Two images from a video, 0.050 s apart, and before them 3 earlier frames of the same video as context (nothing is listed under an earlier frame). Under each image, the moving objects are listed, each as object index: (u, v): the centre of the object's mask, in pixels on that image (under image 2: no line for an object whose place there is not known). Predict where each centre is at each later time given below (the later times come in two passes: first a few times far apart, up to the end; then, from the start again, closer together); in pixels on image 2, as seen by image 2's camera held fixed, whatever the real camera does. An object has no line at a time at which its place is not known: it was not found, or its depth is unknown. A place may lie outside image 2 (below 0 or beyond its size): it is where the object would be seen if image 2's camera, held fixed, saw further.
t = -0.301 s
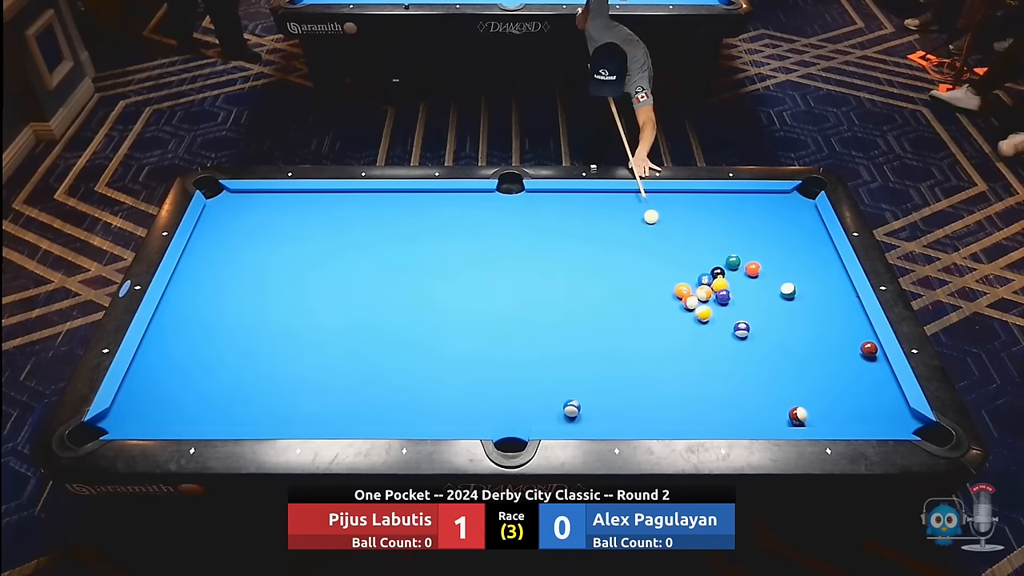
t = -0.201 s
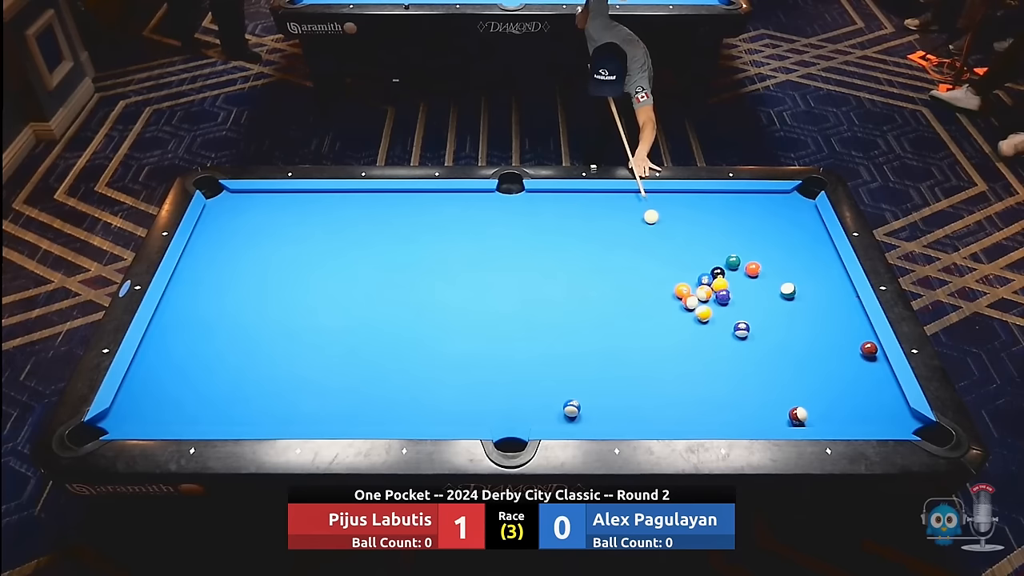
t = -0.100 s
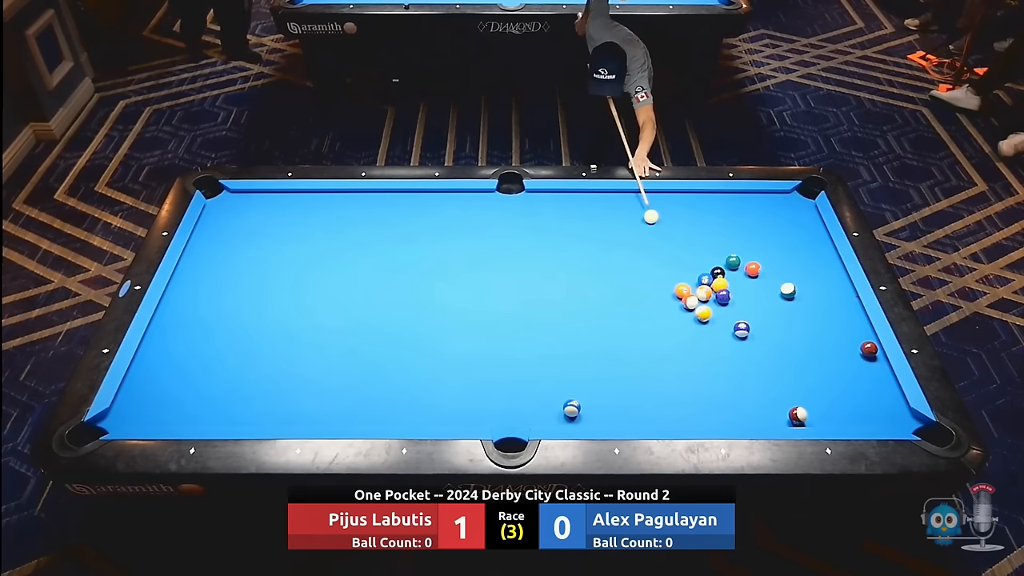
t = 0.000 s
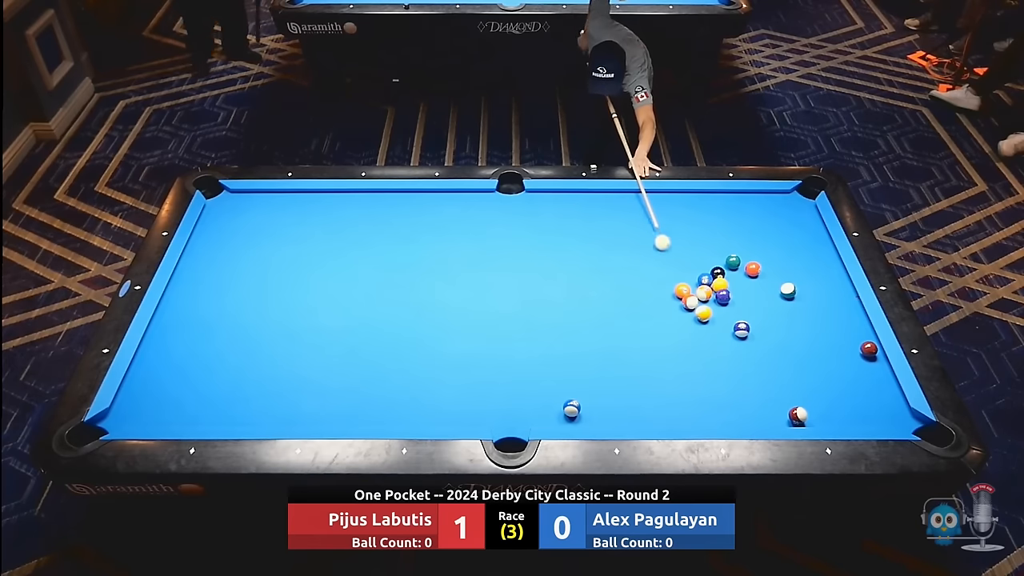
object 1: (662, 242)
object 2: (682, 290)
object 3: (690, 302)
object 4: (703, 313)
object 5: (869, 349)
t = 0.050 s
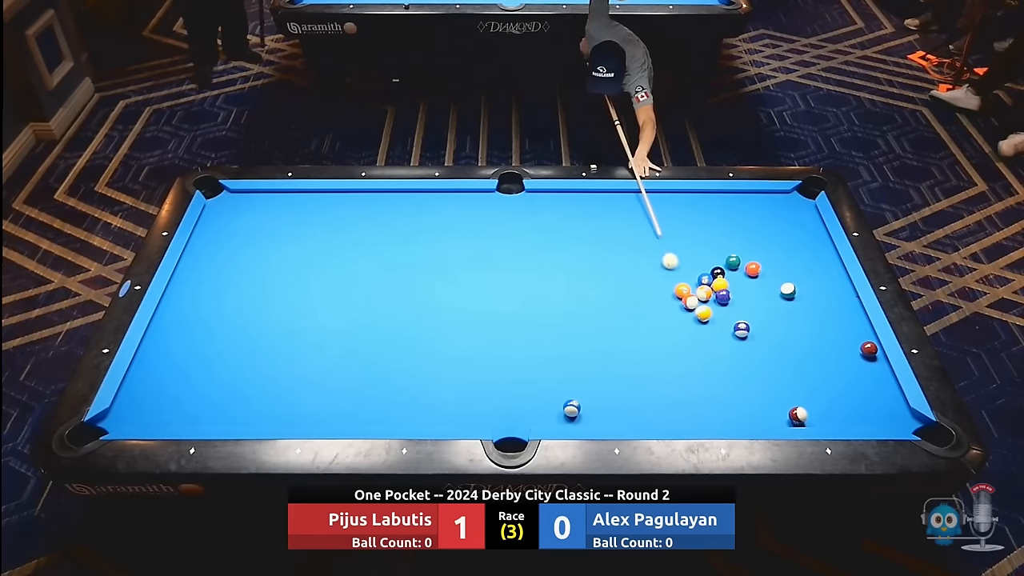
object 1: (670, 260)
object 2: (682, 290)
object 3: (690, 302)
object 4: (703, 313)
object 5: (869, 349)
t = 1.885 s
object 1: (693, 285)
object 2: (563, 327)
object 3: (589, 379)
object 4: (857, 336)
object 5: (831, 320)
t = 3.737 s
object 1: (693, 286)
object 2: (511, 347)
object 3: (540, 402)
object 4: (854, 323)
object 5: (797, 299)
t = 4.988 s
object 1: (693, 286)
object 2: (509, 347)
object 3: (541, 401)
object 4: (854, 323)
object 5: (797, 299)
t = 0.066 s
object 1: (673, 267)
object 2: (682, 290)
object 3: (690, 302)
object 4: (703, 313)
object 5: (869, 349)
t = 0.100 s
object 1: (678, 278)
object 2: (682, 290)
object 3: (690, 302)
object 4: (703, 313)
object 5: (869, 349)
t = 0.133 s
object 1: (679, 279)
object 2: (680, 292)
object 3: (690, 306)
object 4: (710, 319)
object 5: (869, 349)
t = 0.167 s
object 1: (681, 280)
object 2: (677, 294)
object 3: (687, 307)
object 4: (721, 328)
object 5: (869, 349)
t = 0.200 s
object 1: (682, 281)
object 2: (675, 294)
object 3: (685, 309)
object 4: (732, 338)
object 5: (869, 349)
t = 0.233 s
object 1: (683, 282)
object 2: (671, 295)
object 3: (683, 310)
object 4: (743, 347)
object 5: (869, 349)
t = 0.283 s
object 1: (685, 283)
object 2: (667, 296)
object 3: (680, 313)
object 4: (757, 359)
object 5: (869, 349)
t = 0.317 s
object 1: (686, 283)
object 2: (665, 297)
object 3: (678, 314)
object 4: (767, 368)
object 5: (869, 349)
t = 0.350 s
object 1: (687, 283)
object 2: (662, 298)
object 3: (676, 316)
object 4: (777, 376)
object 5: (869, 349)
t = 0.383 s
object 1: (688, 284)
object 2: (660, 298)
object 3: (673, 317)
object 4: (786, 383)
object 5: (869, 349)
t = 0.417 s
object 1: (689, 284)
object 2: (657, 299)
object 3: (671, 319)
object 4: (795, 391)
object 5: (869, 349)
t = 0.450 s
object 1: (690, 285)
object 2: (655, 300)
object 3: (669, 321)
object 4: (804, 399)
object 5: (869, 349)
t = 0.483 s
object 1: (691, 285)
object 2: (652, 301)
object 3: (667, 322)
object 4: (814, 407)
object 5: (869, 349)
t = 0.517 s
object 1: (691, 285)
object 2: (650, 302)
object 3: (665, 323)
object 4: (824, 416)
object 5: (869, 349)
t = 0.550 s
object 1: (692, 285)
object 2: (647, 302)
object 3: (663, 325)
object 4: (832, 420)
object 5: (869, 349)
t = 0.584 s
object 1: (692, 285)
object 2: (645, 303)
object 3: (661, 326)
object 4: (834, 415)
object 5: (869, 349)
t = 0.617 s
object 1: (692, 285)
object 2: (642, 304)
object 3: (659, 328)
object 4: (835, 409)
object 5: (869, 349)
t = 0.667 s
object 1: (693, 285)
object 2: (639, 305)
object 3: (656, 330)
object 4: (838, 401)
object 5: (869, 349)
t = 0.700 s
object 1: (693, 285)
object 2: (636, 306)
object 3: (654, 331)
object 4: (840, 397)
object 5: (869, 349)
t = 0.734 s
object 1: (693, 285)
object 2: (634, 306)
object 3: (652, 333)
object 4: (842, 393)
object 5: (869, 349)
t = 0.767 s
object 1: (693, 285)
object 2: (631, 307)
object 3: (650, 334)
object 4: (845, 389)
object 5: (869, 349)
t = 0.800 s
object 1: (693, 285)
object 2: (629, 308)
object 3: (648, 336)
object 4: (847, 385)
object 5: (869, 349)
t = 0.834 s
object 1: (693, 285)
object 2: (627, 308)
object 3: (646, 338)
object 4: (849, 381)
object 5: (869, 349)
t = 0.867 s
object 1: (693, 285)
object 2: (624, 309)
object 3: (644, 339)
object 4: (851, 377)
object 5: (869, 349)
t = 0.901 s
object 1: (693, 285)
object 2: (622, 310)
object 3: (642, 340)
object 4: (853, 374)
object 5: (869, 349)
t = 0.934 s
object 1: (693, 285)
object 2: (620, 311)
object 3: (640, 342)
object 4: (855, 370)
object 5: (869, 349)
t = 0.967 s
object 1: (693, 285)
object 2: (618, 311)
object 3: (638, 343)
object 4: (857, 366)
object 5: (869, 349)
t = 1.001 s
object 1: (693, 285)
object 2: (615, 312)
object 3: (636, 344)
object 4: (859, 363)
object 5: (869, 349)
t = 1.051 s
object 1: (693, 285)
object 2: (612, 313)
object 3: (633, 347)
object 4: (861, 358)
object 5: (870, 347)
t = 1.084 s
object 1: (693, 285)
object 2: (610, 313)
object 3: (631, 348)
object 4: (860, 357)
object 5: (872, 345)
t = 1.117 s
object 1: (693, 285)
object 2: (608, 314)
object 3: (629, 349)
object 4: (860, 357)
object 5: (873, 344)
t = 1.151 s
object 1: (693, 285)
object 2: (605, 315)
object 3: (627, 351)
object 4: (860, 356)
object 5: (870, 342)
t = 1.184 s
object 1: (693, 285)
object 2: (603, 315)
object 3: (625, 352)
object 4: (860, 355)
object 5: (868, 341)
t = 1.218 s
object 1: (693, 285)
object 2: (601, 316)
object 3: (624, 353)
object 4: (860, 354)
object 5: (866, 339)
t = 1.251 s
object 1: (693, 285)
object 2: (599, 317)
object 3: (622, 355)
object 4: (860, 352)
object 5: (864, 338)
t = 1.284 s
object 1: (693, 285)
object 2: (597, 317)
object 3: (620, 356)
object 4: (859, 351)
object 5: (862, 337)
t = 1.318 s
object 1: (693, 285)
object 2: (595, 318)
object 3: (618, 357)
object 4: (859, 350)
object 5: (860, 336)
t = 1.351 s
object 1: (693, 285)
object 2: (593, 318)
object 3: (616, 359)
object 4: (859, 349)
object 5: (858, 335)
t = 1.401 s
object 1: (693, 285)
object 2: (590, 319)
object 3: (614, 361)
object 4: (859, 348)
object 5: (855, 333)
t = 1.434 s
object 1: (693, 285)
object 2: (588, 320)
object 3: (612, 362)
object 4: (859, 347)
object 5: (853, 332)
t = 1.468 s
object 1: (693, 285)
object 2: (586, 321)
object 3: (610, 363)
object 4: (859, 346)
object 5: (851, 332)
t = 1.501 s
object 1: (693, 285)
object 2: (584, 321)
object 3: (608, 365)
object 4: (859, 345)
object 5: (850, 331)
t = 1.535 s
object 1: (693, 285)
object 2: (582, 322)
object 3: (607, 366)
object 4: (859, 344)
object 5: (848, 330)
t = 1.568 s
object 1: (693, 285)
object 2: (580, 322)
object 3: (605, 367)
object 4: (859, 343)
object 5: (846, 329)
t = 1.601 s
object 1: (693, 285)
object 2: (578, 323)
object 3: (603, 368)
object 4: (858, 343)
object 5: (844, 328)
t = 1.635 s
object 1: (693, 285)
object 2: (577, 323)
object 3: (602, 370)
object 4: (858, 342)
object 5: (843, 327)
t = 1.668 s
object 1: (693, 285)
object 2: (575, 324)
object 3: (600, 371)
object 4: (858, 341)
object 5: (841, 326)
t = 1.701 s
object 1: (693, 285)
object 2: (573, 324)
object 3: (598, 372)
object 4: (858, 340)
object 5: (839, 325)
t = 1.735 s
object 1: (693, 285)
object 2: (571, 325)
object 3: (597, 373)
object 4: (858, 339)
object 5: (838, 324)
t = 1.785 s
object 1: (693, 285)
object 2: (569, 326)
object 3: (594, 375)
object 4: (858, 339)
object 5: (836, 323)
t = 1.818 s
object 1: (693, 285)
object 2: (567, 326)
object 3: (592, 376)
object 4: (858, 338)
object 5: (834, 322)
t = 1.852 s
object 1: (693, 285)
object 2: (565, 327)
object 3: (591, 378)
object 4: (858, 337)
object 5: (832, 321)
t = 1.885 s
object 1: (693, 285)
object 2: (563, 327)
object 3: (589, 379)
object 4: (857, 336)
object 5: (831, 320)
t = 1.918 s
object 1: (693, 285)
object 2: (562, 328)
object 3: (588, 380)
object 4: (857, 336)
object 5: (829, 319)
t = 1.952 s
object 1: (693, 285)
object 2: (560, 328)
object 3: (586, 381)
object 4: (857, 335)
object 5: (828, 318)
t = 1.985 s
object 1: (693, 285)
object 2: (559, 329)
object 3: (585, 382)
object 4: (857, 335)
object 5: (827, 318)
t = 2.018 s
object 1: (693, 285)
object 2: (557, 329)
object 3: (583, 383)
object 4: (857, 334)
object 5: (825, 317)
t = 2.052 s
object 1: (693, 285)
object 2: (556, 330)
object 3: (582, 384)
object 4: (857, 333)
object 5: (824, 316)
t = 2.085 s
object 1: (693, 285)
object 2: (554, 330)
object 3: (580, 385)
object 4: (857, 333)
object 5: (823, 315)
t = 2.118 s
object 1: (693, 285)
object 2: (553, 331)
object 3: (579, 386)
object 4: (857, 332)
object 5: (821, 314)
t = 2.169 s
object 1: (693, 285)
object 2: (551, 331)
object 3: (577, 388)
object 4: (857, 332)
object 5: (820, 313)
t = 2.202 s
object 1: (693, 285)
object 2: (549, 332)
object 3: (575, 389)
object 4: (856, 331)
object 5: (818, 312)
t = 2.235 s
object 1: (693, 285)
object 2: (548, 333)
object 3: (574, 390)
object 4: (856, 331)
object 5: (817, 312)
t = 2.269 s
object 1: (693, 285)
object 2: (546, 333)
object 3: (573, 391)
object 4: (856, 330)
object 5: (816, 311)
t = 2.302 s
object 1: (693, 285)
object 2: (545, 333)
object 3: (572, 392)
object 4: (856, 330)
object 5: (815, 310)
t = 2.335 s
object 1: (693, 285)
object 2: (544, 334)
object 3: (570, 392)
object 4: (856, 329)
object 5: (814, 310)
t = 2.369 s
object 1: (693, 285)
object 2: (542, 334)
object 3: (568, 393)
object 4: (856, 329)
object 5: (812, 309)
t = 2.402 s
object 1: (693, 286)
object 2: (541, 335)
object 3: (567, 393)
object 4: (856, 328)
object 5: (811, 308)
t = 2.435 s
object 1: (693, 286)
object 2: (540, 335)
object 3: (566, 394)
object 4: (856, 328)
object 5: (810, 308)
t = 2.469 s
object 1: (693, 286)
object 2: (538, 336)
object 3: (565, 394)
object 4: (856, 328)
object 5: (809, 307)
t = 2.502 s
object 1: (693, 286)
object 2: (537, 336)
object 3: (564, 395)
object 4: (856, 327)
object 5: (808, 306)
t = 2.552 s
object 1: (693, 286)
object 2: (535, 337)
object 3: (562, 395)
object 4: (856, 327)
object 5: (807, 305)
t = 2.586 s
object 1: (693, 286)
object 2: (534, 337)
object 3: (561, 396)
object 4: (856, 327)
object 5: (806, 305)
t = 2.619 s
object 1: (693, 286)
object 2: (533, 338)
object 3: (560, 396)
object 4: (856, 326)
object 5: (805, 304)
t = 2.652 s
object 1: (693, 286)
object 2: (532, 338)
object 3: (559, 396)
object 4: (856, 326)
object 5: (804, 304)
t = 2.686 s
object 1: (693, 286)
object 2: (531, 339)
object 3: (558, 396)
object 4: (856, 326)
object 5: (803, 303)
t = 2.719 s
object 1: (693, 286)
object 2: (530, 339)
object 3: (557, 397)
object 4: (856, 325)
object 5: (802, 302)
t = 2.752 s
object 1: (693, 286)
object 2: (529, 339)
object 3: (556, 397)
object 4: (856, 325)
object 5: (801, 302)
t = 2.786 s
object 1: (693, 286)
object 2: (528, 340)
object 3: (555, 397)
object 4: (855, 325)
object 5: (800, 301)
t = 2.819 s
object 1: (693, 286)
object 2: (527, 340)
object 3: (554, 398)
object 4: (855, 325)
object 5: (800, 301)
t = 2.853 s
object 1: (693, 286)
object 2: (526, 340)
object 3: (553, 398)
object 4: (855, 325)
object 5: (799, 300)
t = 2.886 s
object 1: (693, 286)
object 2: (525, 341)
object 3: (552, 398)
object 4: (855, 324)
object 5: (798, 300)
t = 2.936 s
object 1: (693, 286)
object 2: (524, 341)
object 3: (551, 399)
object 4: (855, 324)
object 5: (798, 300)
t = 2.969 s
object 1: (693, 286)
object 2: (523, 341)
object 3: (550, 399)
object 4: (855, 324)
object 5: (798, 300)
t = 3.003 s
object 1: (693, 286)
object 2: (522, 342)
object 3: (549, 399)
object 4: (855, 324)
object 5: (797, 300)
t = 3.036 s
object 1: (693, 286)
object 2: (521, 342)
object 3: (548, 399)
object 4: (855, 324)
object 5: (797, 300)
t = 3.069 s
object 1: (693, 286)
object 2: (521, 343)
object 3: (548, 399)
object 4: (855, 324)
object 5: (797, 300)
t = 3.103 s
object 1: (693, 286)
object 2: (520, 343)
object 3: (547, 400)
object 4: (855, 324)
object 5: (797, 299)
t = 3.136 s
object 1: (693, 286)
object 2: (519, 343)
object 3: (547, 400)
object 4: (855, 324)
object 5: (797, 299)
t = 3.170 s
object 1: (693, 286)
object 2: (519, 344)
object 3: (546, 400)
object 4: (855, 324)
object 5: (797, 299)
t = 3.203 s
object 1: (693, 286)
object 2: (518, 344)
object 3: (545, 400)
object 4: (855, 324)
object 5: (797, 299)
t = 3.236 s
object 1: (693, 286)
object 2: (517, 344)
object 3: (545, 400)
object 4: (855, 324)
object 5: (797, 299)
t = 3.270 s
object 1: (693, 286)
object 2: (517, 344)
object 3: (544, 400)
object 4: (854, 323)
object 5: (797, 299)
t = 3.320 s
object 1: (693, 286)
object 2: (516, 345)
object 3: (543, 401)
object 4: (854, 323)
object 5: (797, 299)
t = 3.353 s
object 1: (693, 286)
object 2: (515, 345)
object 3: (543, 401)
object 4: (854, 323)
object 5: (797, 299)
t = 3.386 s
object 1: (693, 285)
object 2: (515, 345)
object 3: (543, 401)
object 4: (854, 323)
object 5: (797, 299)
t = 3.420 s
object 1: (693, 286)
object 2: (514, 345)
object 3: (542, 401)
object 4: (854, 323)
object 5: (797, 299)
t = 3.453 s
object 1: (693, 286)
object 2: (514, 345)
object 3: (542, 401)
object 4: (854, 323)
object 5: (797, 299)
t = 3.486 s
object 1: (693, 286)
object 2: (513, 346)
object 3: (541, 401)
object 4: (854, 323)
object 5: (797, 299)
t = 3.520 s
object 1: (693, 286)
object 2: (513, 346)
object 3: (541, 402)
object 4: (854, 323)
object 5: (797, 299)
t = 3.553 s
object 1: (693, 286)
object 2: (512, 346)
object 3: (541, 402)
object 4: (854, 323)
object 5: (797, 299)
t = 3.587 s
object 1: (693, 285)
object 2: (512, 346)
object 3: (541, 402)
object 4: (854, 323)
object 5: (797, 299)
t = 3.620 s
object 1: (693, 286)
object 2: (512, 346)
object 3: (541, 402)
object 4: (854, 323)
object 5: (797, 299)
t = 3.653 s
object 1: (693, 285)
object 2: (511, 346)
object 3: (540, 402)
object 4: (854, 323)
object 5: (797, 299)
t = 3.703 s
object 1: (693, 286)
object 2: (511, 347)
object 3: (540, 402)
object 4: (854, 323)
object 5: (797, 299)
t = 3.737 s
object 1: (693, 286)
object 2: (511, 347)
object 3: (540, 402)
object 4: (854, 323)
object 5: (797, 299)
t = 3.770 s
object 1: (693, 286)
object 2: (510, 347)
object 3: (540, 402)
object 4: (854, 323)
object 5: (797, 299)
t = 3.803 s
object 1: (693, 286)
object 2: (510, 347)
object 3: (540, 402)
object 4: (854, 323)
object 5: (797, 299)
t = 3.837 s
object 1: (693, 286)
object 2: (510, 347)
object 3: (540, 402)
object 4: (854, 323)
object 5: (797, 299)
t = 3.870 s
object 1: (693, 285)
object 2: (510, 347)
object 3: (540, 402)
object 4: (854, 323)
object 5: (797, 299)
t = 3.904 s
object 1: (693, 286)
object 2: (509, 347)
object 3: (540, 402)
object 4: (854, 323)
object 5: (797, 299)
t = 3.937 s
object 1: (693, 286)
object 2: (509, 347)
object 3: (540, 402)
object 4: (854, 323)
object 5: (797, 299)
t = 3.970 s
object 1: (693, 286)
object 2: (509, 347)
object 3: (540, 402)
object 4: (854, 323)
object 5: (797, 299)
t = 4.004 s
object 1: (693, 286)
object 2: (509, 348)
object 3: (540, 402)
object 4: (854, 323)
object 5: (797, 299)
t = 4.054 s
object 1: (693, 285)
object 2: (508, 348)
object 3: (540, 402)
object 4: (854, 323)
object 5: (797, 299)
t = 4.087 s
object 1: (693, 286)
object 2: (508, 348)
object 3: (540, 402)
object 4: (854, 323)
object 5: (797, 299)
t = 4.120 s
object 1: (693, 286)
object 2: (508, 348)
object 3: (540, 402)
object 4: (854, 323)
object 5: (797, 299)
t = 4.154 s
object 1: (693, 286)
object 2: (508, 348)
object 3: (540, 402)
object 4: (854, 323)
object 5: (797, 299)
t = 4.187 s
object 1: (693, 285)
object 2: (508, 348)
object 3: (540, 402)
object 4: (854, 324)
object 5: (797, 299)
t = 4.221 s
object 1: (693, 286)
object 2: (508, 348)
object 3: (540, 402)
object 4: (854, 324)
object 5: (797, 299)
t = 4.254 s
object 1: (693, 286)
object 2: (508, 348)
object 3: (540, 402)
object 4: (854, 323)
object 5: (797, 299)
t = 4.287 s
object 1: (693, 286)
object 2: (508, 348)
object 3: (541, 402)
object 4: (854, 323)
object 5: (797, 299)
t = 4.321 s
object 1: (693, 285)
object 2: (508, 348)
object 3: (541, 402)
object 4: (854, 323)
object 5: (797, 299)
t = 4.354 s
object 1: (693, 286)
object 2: (509, 348)
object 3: (541, 401)
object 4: (854, 323)
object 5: (797, 299)
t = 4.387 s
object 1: (693, 285)
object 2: (509, 348)
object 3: (541, 401)
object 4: (854, 323)
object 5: (797, 299)
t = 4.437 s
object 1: (693, 286)
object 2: (509, 348)
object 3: (541, 401)
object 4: (854, 323)
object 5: (797, 299)
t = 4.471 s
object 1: (693, 286)
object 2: (509, 347)
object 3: (541, 401)
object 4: (854, 323)
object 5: (797, 299)
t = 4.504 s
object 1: (693, 286)
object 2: (509, 347)
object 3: (541, 401)
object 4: (854, 323)
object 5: (797, 299)
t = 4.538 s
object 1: (693, 286)
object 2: (509, 348)
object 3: (541, 401)
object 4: (854, 323)
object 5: (797, 299)
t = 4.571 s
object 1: (693, 286)
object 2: (509, 347)
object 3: (541, 401)
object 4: (854, 323)
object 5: (797, 299)
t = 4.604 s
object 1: (693, 286)
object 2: (509, 347)
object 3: (541, 401)
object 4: (854, 323)
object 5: (797, 299)
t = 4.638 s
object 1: (693, 286)
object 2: (509, 347)
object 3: (541, 401)
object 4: (854, 324)
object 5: (797, 299)
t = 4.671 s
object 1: (693, 286)
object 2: (509, 347)
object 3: (541, 401)
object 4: (854, 323)
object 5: (797, 299)
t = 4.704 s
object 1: (693, 286)
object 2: (509, 347)
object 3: (541, 401)
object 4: (854, 323)
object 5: (797, 299)
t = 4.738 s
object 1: (693, 286)
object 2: (509, 347)
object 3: (541, 401)
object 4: (854, 323)
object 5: (797, 299)
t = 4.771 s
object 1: (693, 286)
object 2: (509, 347)
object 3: (541, 401)
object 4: (854, 323)
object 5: (797, 299)
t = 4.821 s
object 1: (693, 285)
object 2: (509, 347)
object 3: (541, 401)
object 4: (854, 323)
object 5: (797, 299)
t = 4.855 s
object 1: (693, 286)
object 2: (509, 347)
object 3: (541, 401)
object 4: (854, 323)
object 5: (797, 299)
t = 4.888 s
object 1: (693, 286)
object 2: (509, 347)
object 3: (541, 401)
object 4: (854, 323)
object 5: (797, 299)
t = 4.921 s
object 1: (693, 286)
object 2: (509, 347)
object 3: (541, 401)
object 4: (854, 323)
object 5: (797, 299)
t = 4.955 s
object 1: (693, 286)
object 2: (509, 347)
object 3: (541, 401)
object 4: (854, 323)
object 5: (797, 299)
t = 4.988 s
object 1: (693, 286)
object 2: (509, 347)
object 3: (541, 401)
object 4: (854, 323)
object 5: (797, 299)
